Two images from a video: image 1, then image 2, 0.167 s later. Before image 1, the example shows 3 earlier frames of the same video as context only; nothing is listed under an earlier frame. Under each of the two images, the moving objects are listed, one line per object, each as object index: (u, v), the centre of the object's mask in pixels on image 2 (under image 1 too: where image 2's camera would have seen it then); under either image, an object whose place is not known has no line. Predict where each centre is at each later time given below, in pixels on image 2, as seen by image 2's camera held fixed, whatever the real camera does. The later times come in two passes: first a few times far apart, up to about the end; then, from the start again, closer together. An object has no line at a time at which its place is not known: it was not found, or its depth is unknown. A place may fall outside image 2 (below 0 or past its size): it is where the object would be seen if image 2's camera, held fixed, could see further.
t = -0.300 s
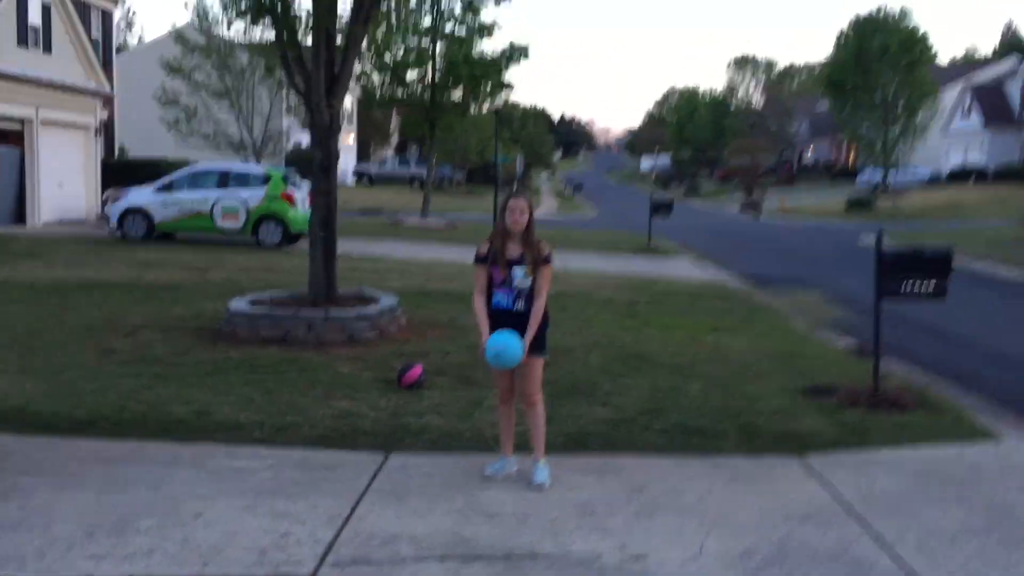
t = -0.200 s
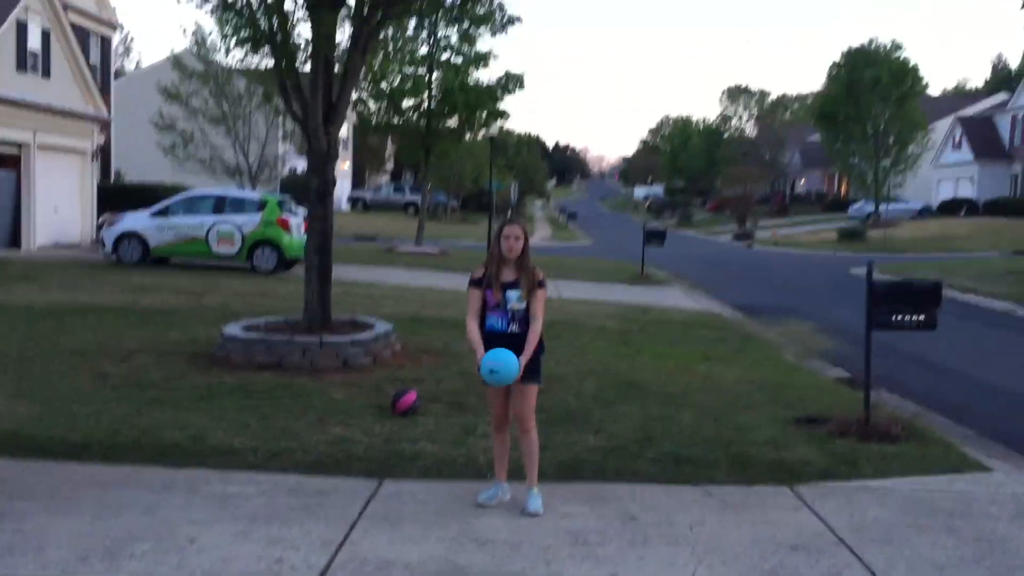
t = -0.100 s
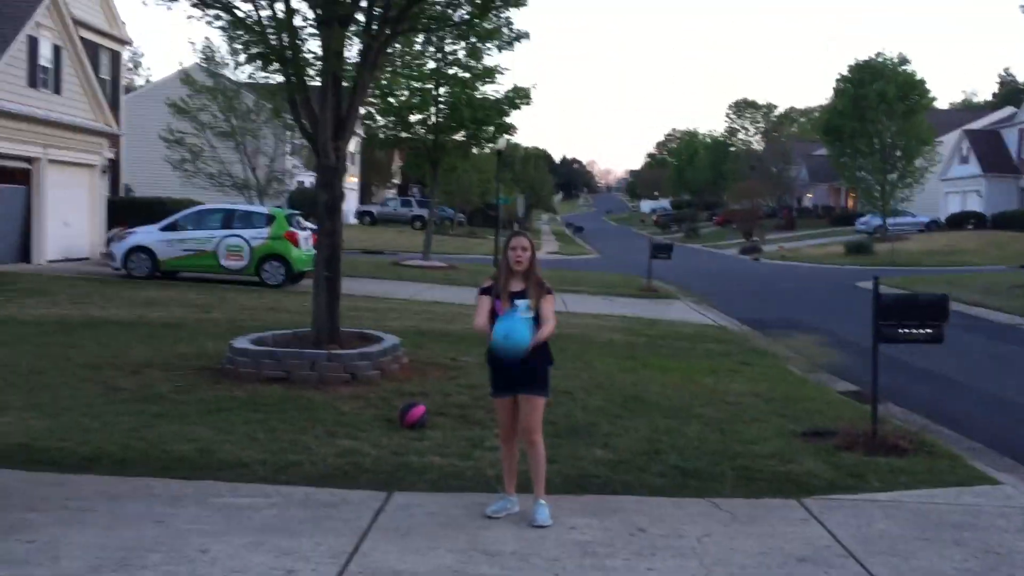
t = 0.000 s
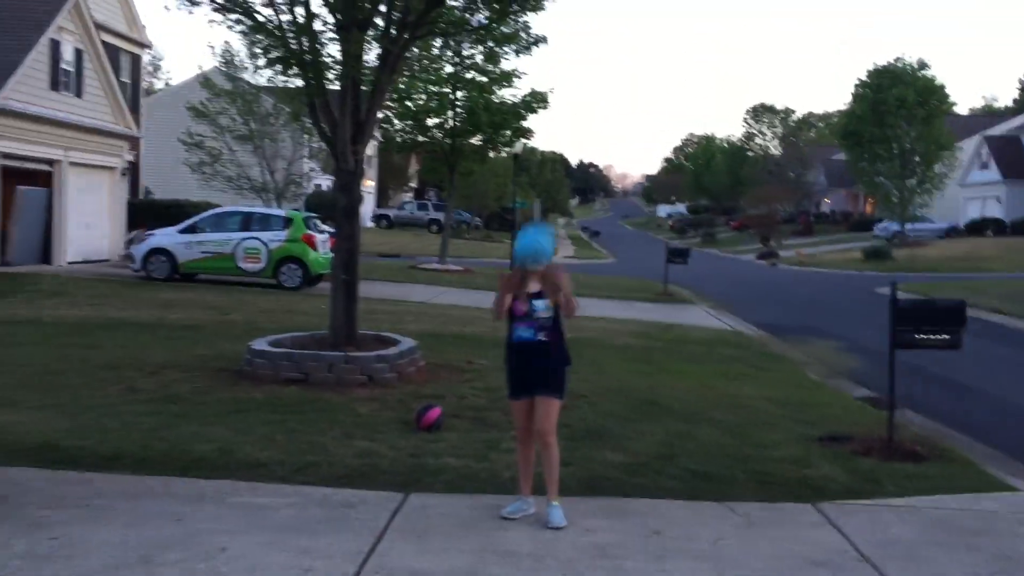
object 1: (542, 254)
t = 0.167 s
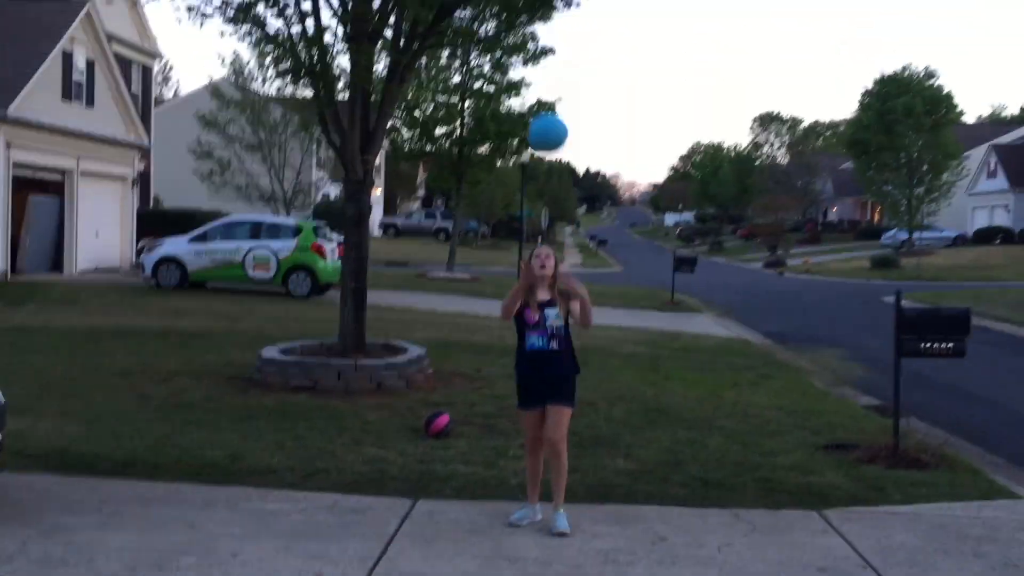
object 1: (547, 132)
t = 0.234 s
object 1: (548, 99)
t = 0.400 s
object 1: (552, 46)
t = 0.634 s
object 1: (553, 59)
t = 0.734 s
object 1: (553, 99)
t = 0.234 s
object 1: (548, 99)
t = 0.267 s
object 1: (549, 84)
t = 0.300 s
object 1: (549, 70)
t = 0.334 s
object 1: (550, 61)
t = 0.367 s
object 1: (551, 53)
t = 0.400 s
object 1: (552, 46)
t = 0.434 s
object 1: (551, 42)
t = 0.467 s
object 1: (552, 40)
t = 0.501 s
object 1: (552, 40)
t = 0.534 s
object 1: (552, 41)
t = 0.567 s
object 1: (553, 45)
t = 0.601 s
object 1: (553, 50)
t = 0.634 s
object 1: (553, 59)
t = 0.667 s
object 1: (552, 69)
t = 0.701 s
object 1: (553, 83)
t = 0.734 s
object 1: (553, 99)
